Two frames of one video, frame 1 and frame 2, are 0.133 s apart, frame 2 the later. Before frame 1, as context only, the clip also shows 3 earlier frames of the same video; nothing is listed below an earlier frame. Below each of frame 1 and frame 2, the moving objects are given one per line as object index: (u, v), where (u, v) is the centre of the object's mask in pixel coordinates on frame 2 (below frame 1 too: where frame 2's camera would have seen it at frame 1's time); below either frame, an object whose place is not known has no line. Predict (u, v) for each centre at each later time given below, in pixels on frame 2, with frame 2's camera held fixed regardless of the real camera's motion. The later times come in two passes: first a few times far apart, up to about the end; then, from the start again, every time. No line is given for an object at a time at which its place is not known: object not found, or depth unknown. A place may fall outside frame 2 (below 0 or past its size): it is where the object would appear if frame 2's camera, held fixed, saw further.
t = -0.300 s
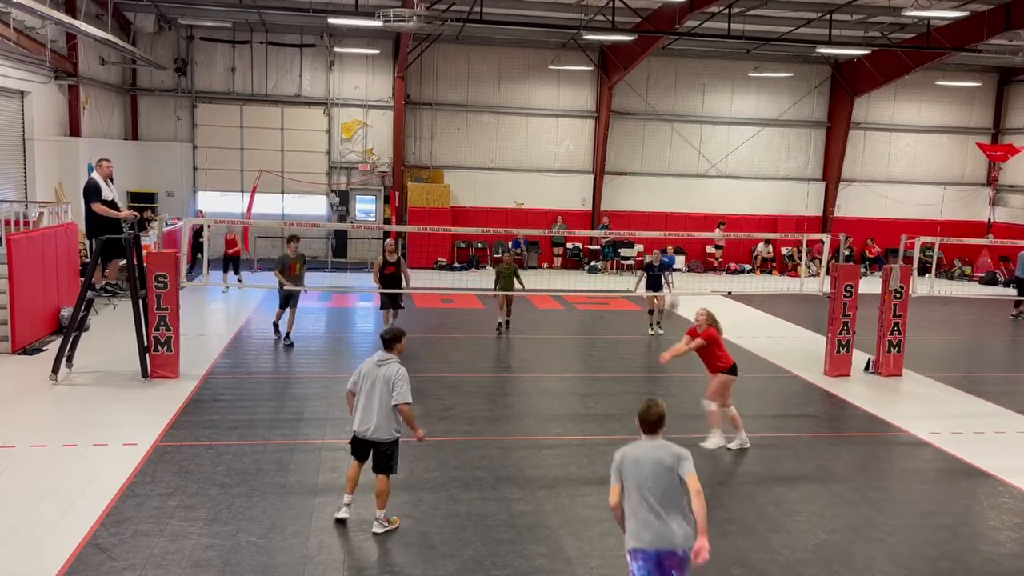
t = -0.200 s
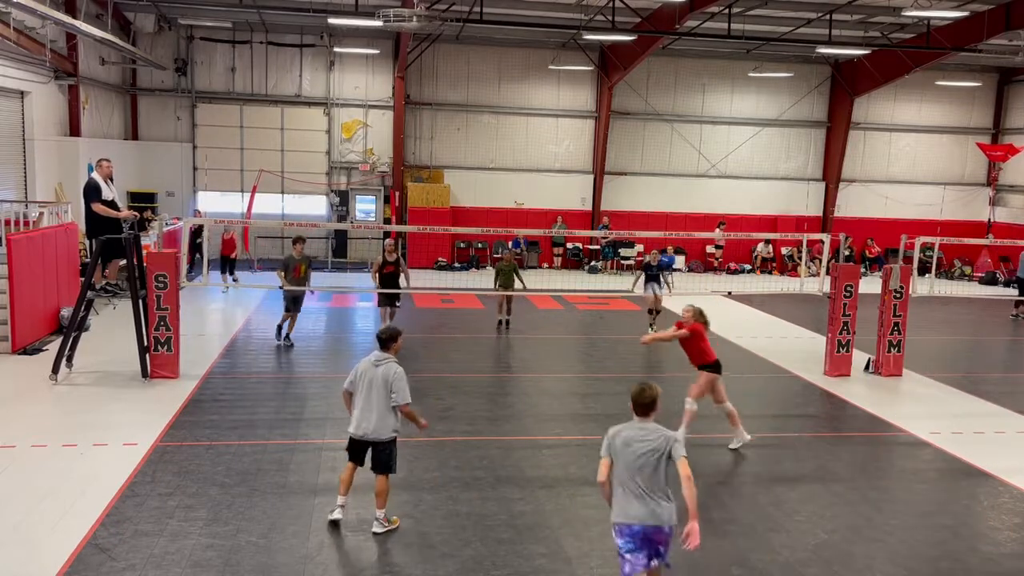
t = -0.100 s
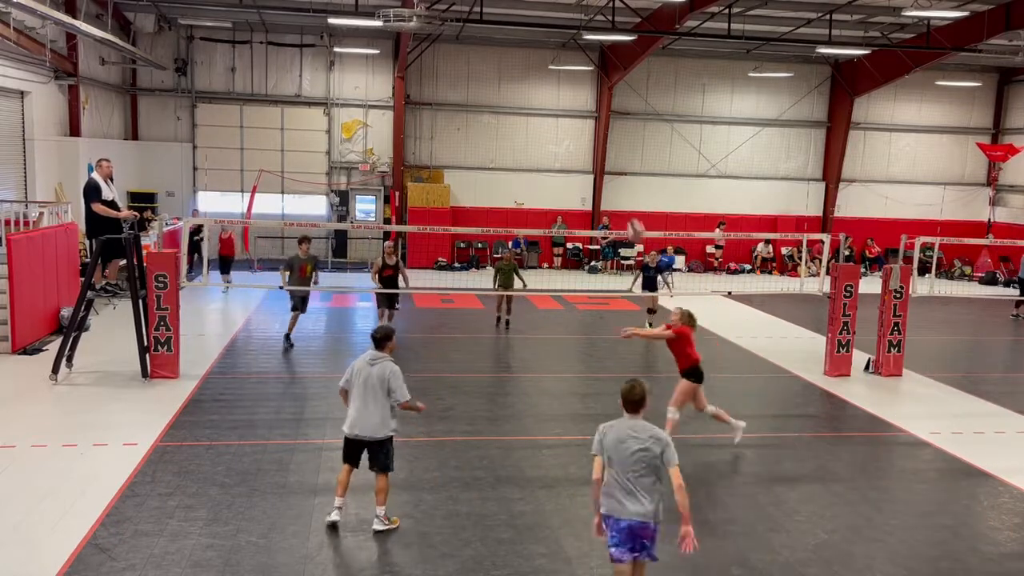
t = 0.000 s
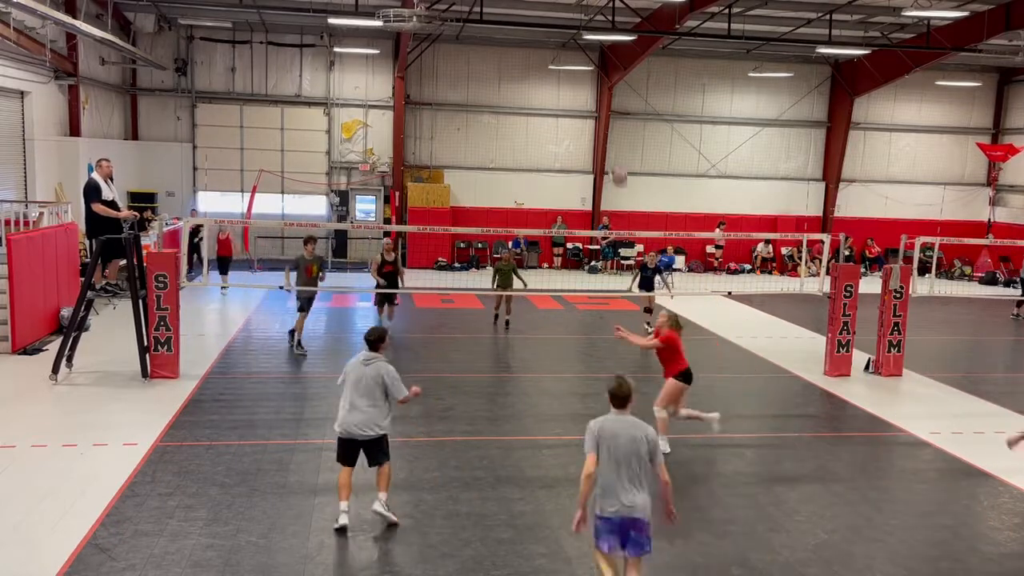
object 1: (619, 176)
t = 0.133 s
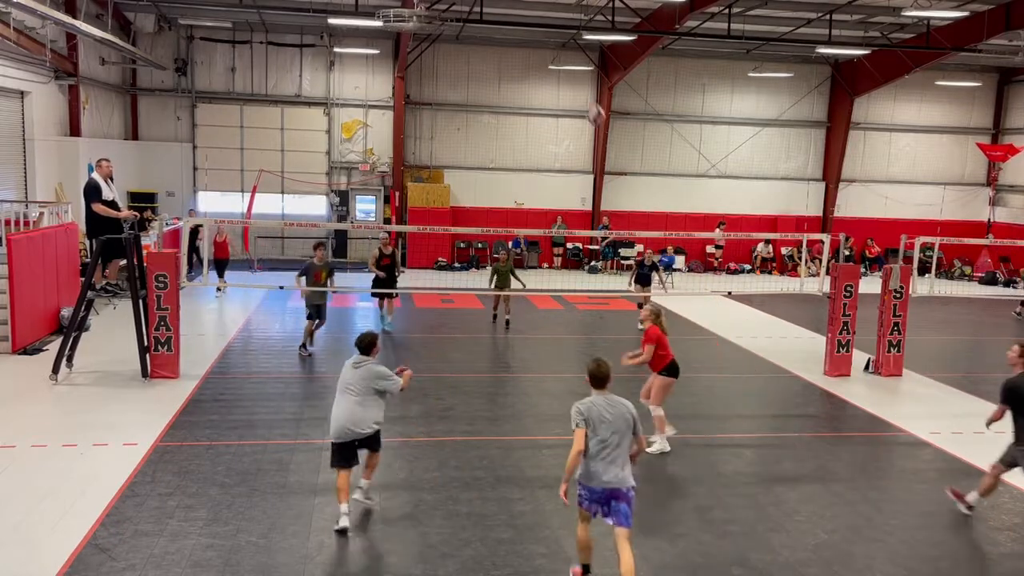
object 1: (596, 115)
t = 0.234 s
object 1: (578, 79)
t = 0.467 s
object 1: (533, 34)
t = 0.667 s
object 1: (494, 35)
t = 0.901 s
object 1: (447, 83)
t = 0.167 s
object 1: (592, 103)
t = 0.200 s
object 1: (582, 90)
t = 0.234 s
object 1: (578, 79)
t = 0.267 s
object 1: (571, 68)
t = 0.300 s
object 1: (564, 60)
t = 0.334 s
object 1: (558, 54)
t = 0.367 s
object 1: (552, 47)
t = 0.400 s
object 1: (545, 41)
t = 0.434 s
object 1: (539, 37)
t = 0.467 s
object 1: (533, 34)
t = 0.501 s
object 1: (527, 31)
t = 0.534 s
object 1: (520, 29)
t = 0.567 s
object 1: (513, 29)
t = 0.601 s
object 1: (507, 30)
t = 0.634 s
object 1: (501, 31)
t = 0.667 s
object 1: (494, 35)
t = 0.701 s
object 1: (488, 39)
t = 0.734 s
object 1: (481, 43)
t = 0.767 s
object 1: (474, 49)
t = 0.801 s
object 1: (467, 56)
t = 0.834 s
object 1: (461, 64)
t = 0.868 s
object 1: (453, 73)
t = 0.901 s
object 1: (447, 83)
